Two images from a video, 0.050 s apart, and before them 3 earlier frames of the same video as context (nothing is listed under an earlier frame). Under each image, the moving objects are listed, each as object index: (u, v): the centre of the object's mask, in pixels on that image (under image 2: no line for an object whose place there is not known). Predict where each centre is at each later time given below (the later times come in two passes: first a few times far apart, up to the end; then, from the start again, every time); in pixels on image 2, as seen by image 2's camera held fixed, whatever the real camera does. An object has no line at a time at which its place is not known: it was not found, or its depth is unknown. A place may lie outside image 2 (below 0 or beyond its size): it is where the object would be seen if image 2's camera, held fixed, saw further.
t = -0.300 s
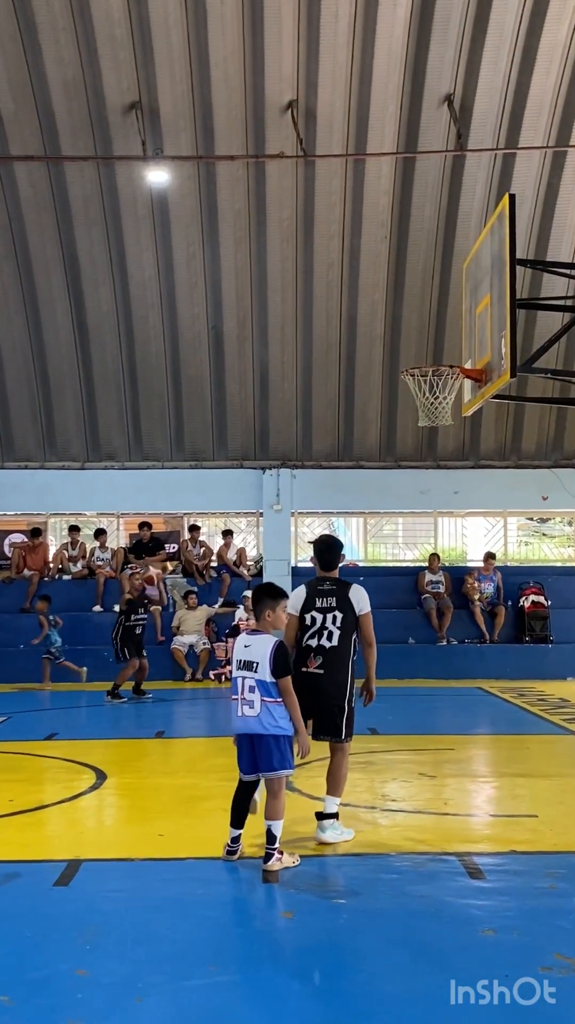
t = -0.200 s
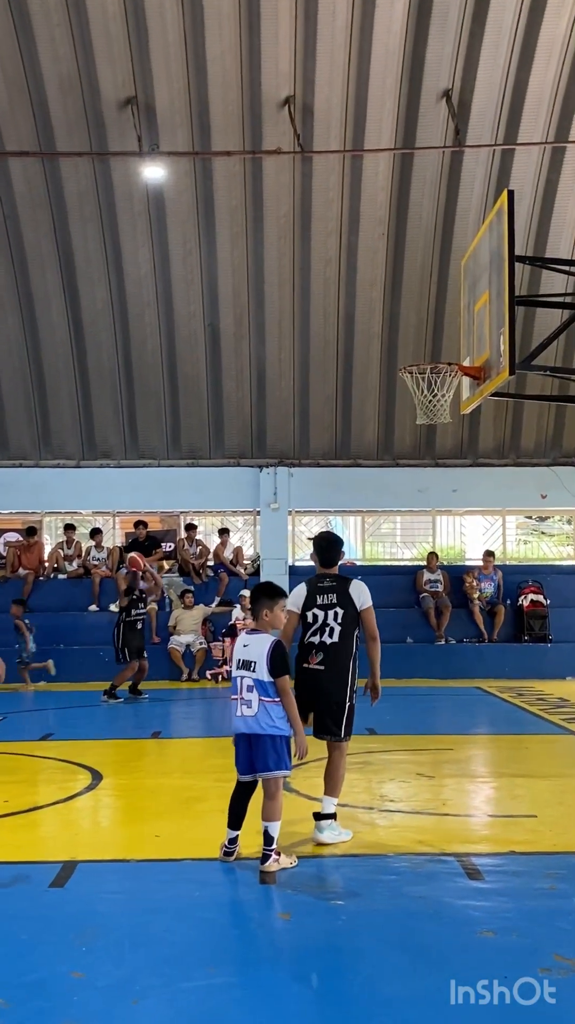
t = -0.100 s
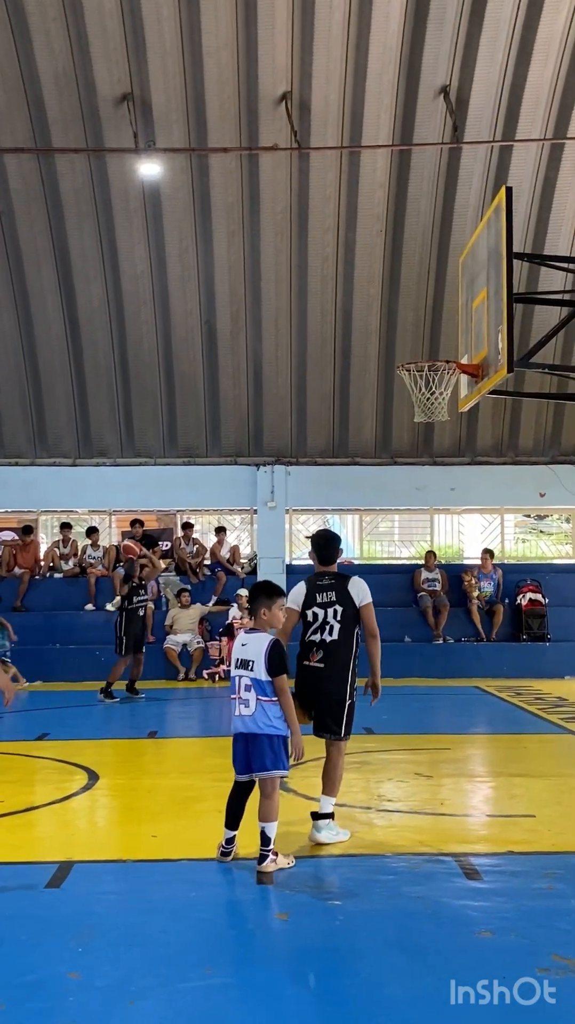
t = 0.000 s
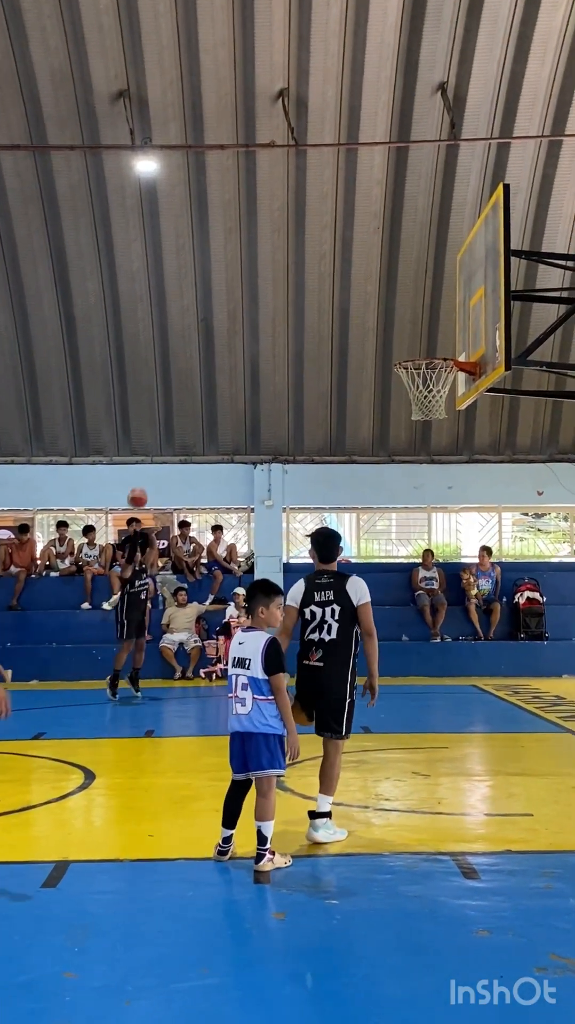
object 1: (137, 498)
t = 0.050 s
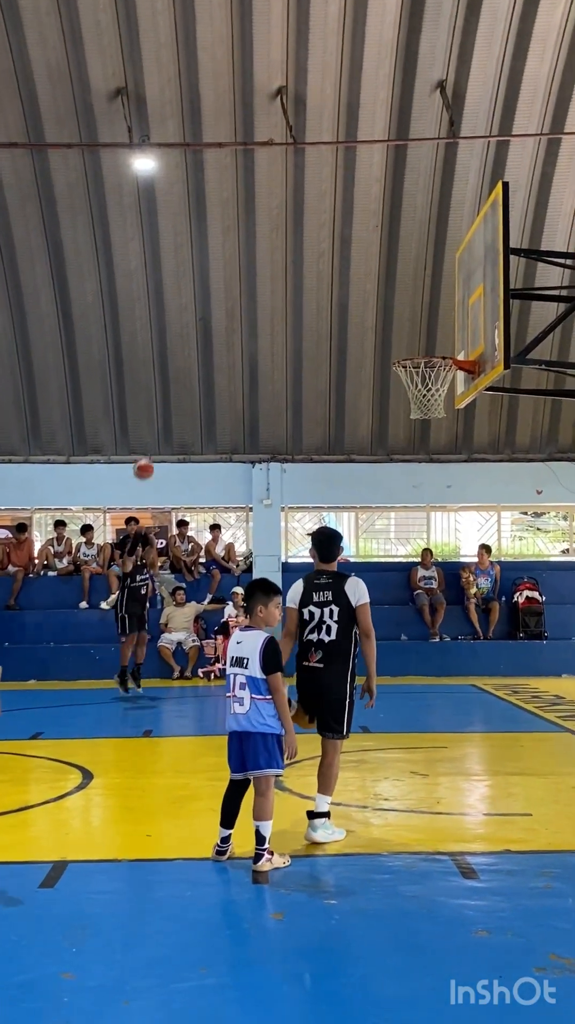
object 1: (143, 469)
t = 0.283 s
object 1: (180, 354)
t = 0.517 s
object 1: (224, 277)
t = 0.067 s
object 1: (146, 460)
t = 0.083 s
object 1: (148, 451)
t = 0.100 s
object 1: (151, 442)
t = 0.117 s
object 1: (154, 433)
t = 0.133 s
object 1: (157, 424)
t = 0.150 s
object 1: (159, 415)
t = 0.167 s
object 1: (162, 407)
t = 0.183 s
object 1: (164, 399)
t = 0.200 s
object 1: (166, 391)
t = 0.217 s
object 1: (170, 383)
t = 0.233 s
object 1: (172, 375)
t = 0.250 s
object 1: (175, 369)
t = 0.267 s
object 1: (178, 361)
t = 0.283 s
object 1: (180, 354)
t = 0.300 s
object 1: (183, 347)
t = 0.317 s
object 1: (186, 341)
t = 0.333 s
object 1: (189, 335)
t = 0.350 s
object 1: (192, 328)
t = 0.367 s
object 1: (196, 322)
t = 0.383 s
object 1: (199, 317)
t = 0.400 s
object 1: (202, 311)
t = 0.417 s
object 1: (204, 305)
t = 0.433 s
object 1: (208, 300)
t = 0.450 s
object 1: (212, 295)
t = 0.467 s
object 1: (215, 290)
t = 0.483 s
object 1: (218, 286)
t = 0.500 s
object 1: (221, 281)
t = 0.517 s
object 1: (224, 277)
